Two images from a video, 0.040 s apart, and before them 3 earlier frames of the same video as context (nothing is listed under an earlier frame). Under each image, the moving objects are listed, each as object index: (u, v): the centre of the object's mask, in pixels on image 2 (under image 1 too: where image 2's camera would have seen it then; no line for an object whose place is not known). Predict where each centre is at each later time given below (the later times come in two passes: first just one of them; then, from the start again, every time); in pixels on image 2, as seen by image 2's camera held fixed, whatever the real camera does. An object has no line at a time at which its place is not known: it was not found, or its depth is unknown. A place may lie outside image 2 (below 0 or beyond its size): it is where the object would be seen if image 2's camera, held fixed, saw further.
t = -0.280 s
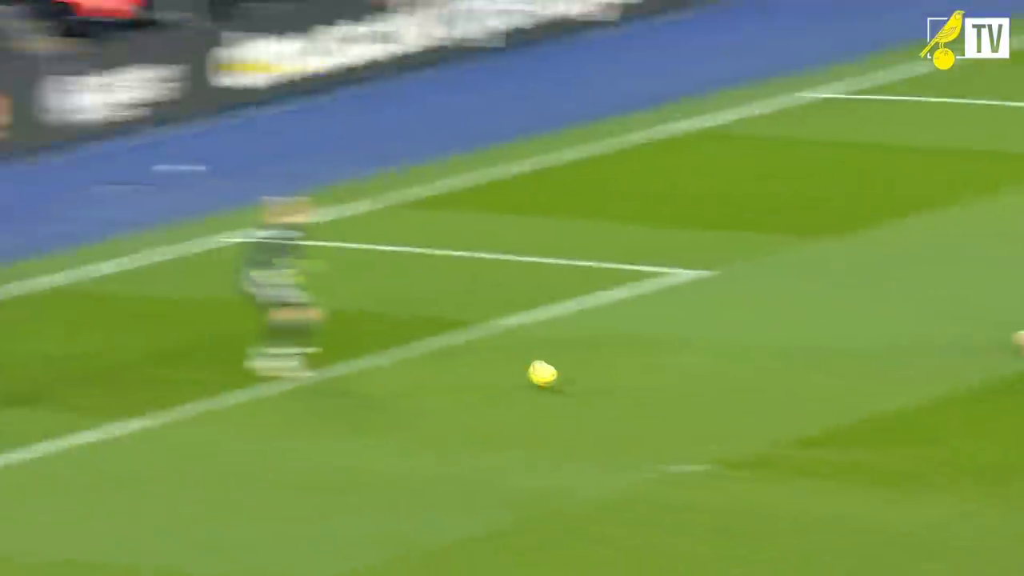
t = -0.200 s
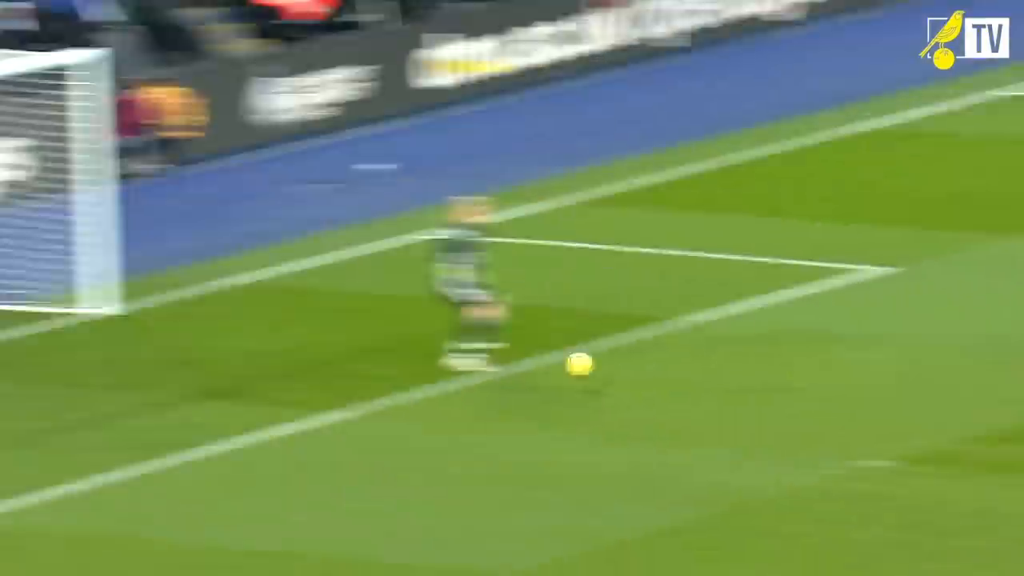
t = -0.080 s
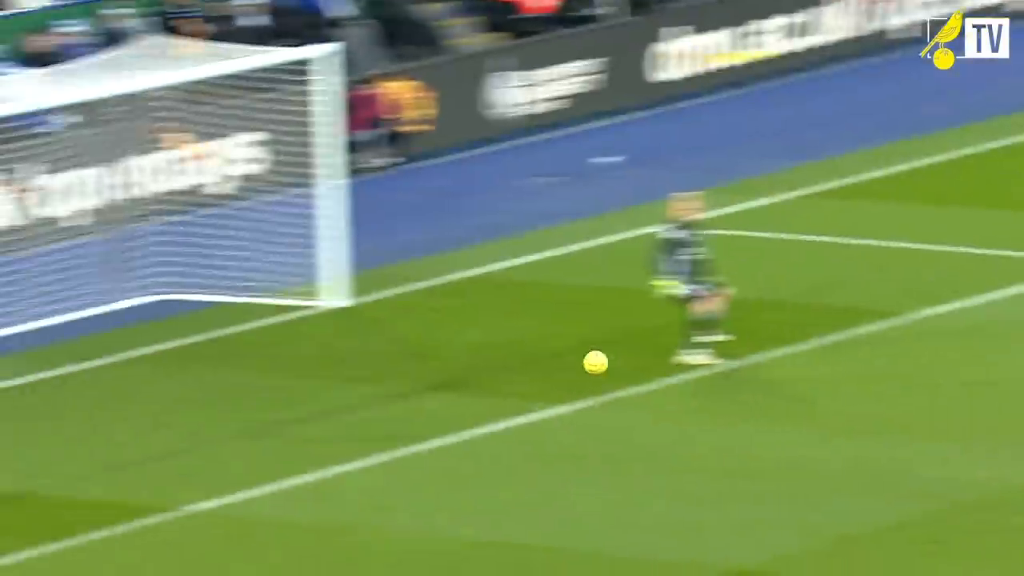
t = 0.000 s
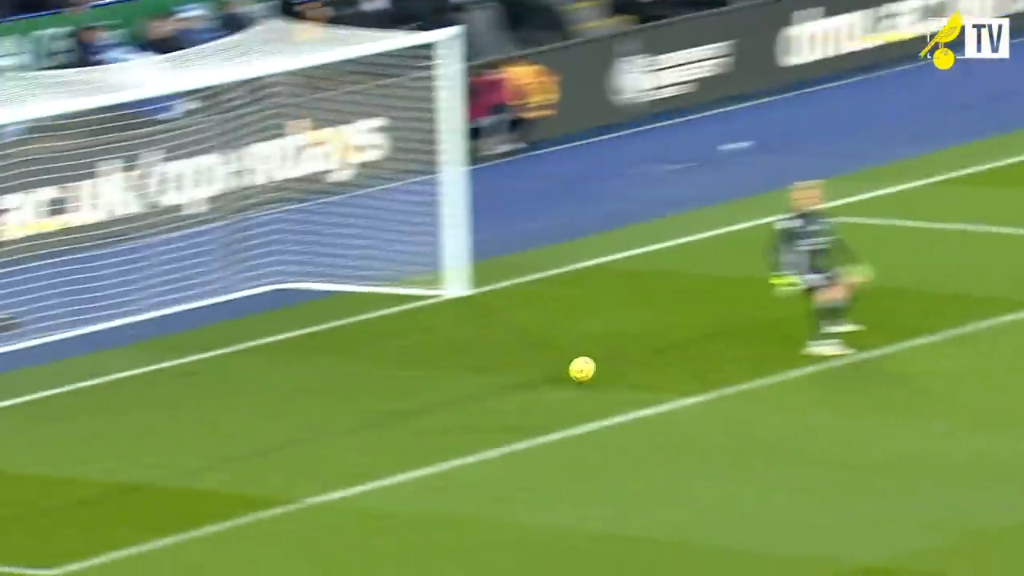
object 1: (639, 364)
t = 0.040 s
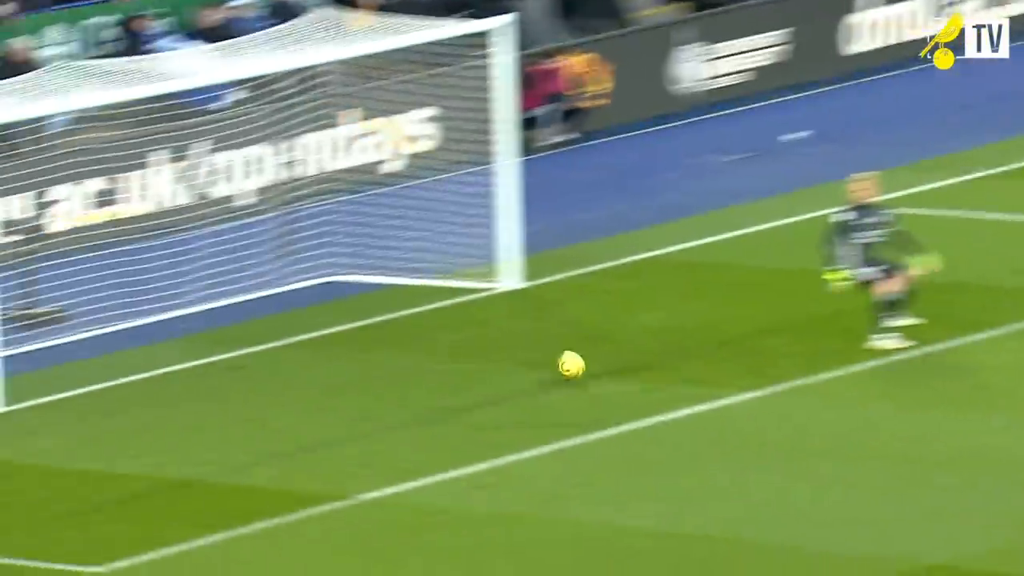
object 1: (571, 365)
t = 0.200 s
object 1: (320, 364)
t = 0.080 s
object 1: (506, 361)
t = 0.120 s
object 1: (443, 359)
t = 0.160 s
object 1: (381, 360)
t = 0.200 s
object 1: (320, 364)
